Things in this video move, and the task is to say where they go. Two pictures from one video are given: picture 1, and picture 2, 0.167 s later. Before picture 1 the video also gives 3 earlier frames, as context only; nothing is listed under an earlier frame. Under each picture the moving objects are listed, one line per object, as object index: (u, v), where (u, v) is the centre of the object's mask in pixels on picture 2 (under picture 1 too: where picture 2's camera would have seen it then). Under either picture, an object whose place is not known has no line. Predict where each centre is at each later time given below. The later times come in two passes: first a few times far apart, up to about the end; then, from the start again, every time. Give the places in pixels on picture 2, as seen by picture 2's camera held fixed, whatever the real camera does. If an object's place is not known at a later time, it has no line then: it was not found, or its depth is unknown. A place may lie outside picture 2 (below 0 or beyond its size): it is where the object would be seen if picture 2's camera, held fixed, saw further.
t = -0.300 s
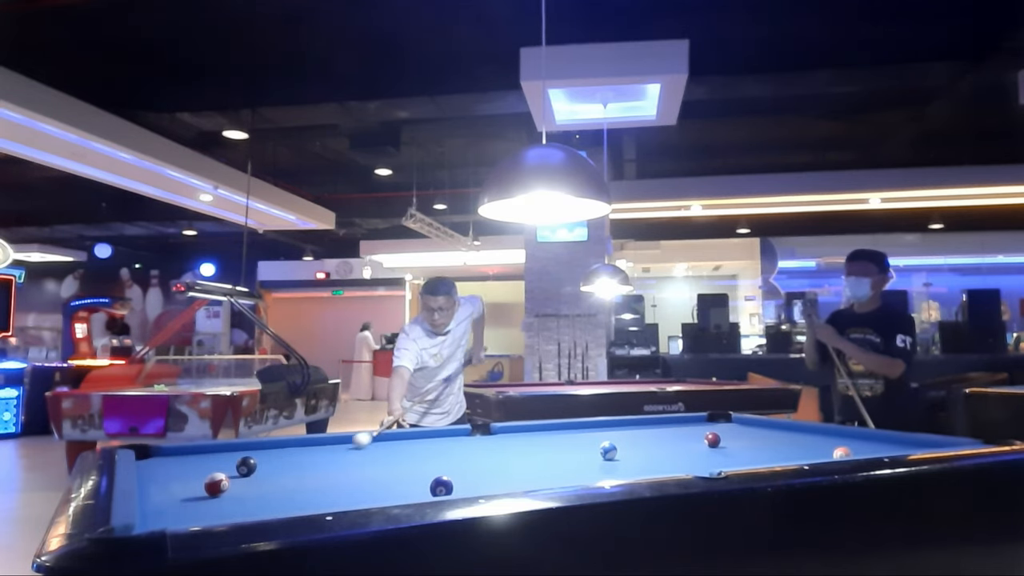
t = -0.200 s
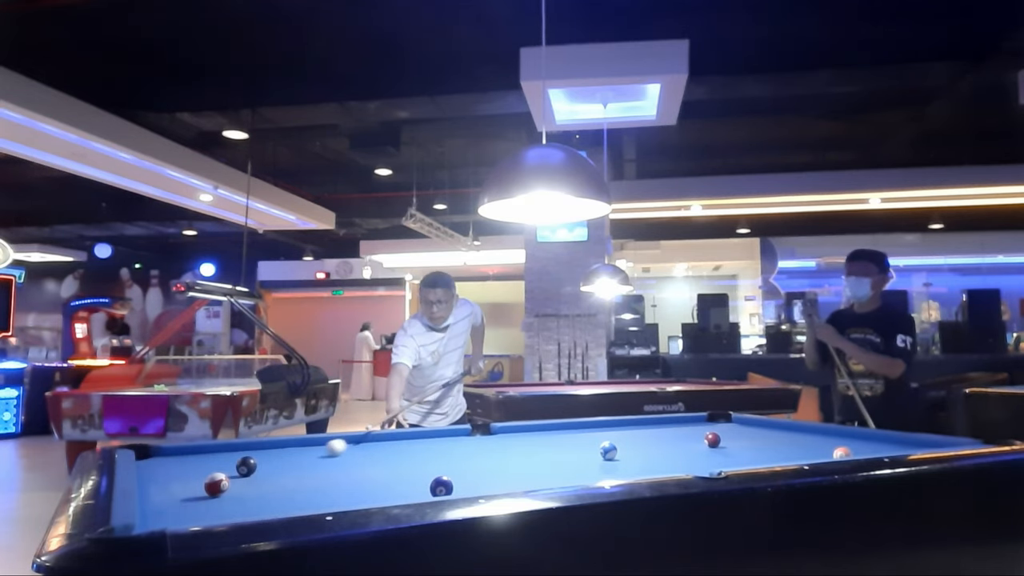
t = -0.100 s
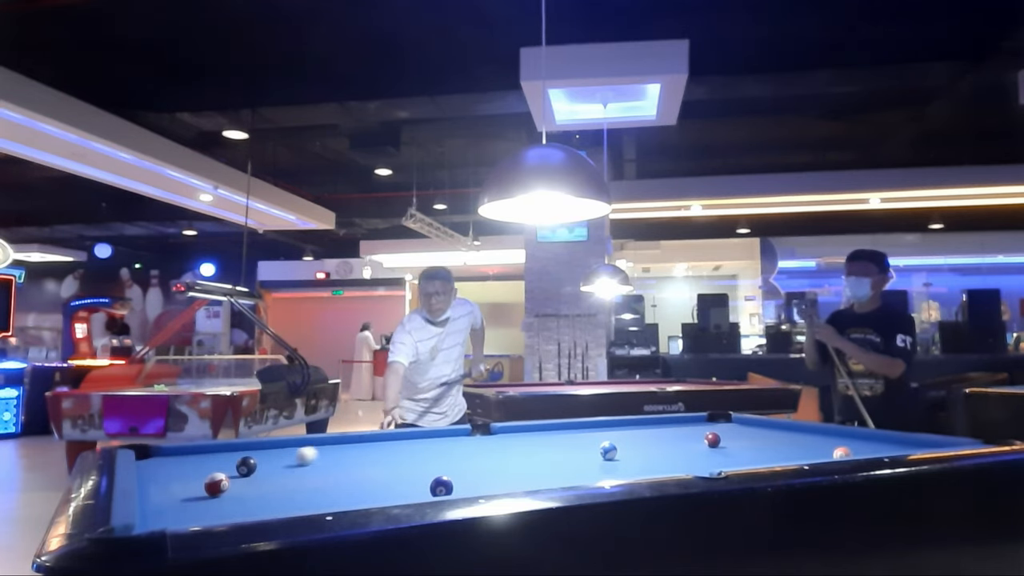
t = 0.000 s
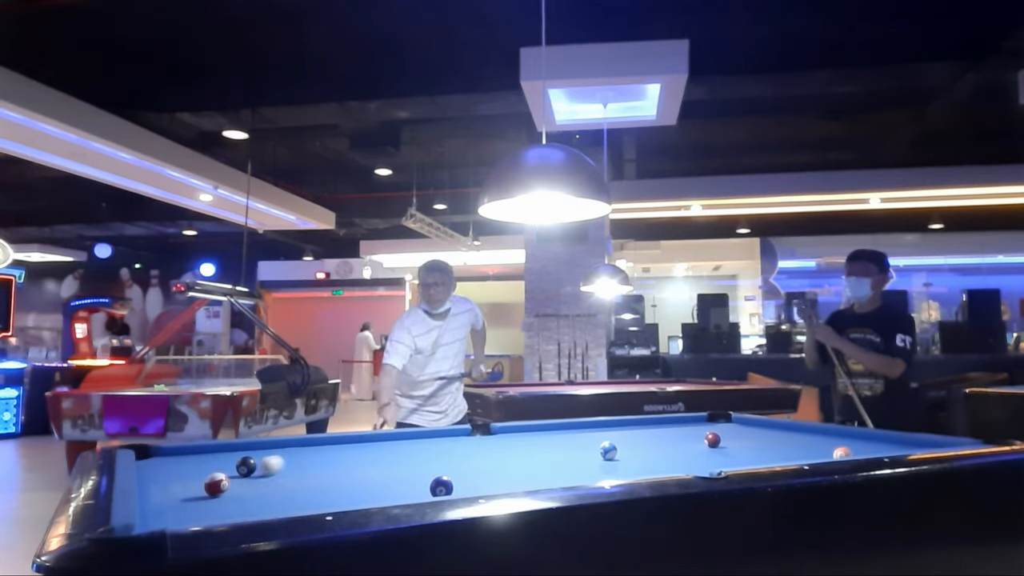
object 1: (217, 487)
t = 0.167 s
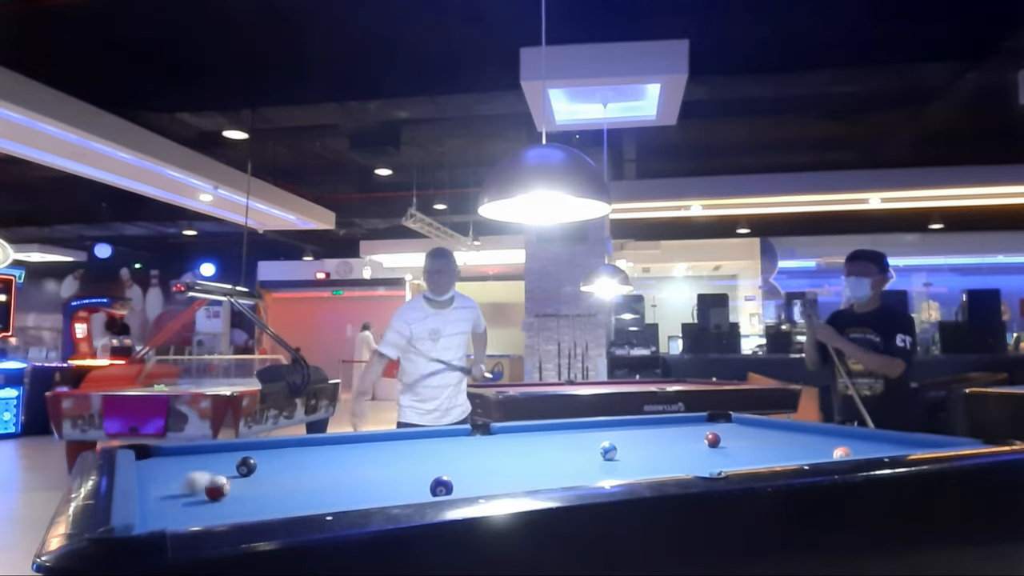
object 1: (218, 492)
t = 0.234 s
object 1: (218, 494)
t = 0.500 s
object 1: (221, 511)
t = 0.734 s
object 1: (214, 512)
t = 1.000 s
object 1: (202, 504)
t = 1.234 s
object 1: (192, 495)
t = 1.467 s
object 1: (185, 487)
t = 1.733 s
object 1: (177, 480)
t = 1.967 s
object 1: (172, 475)
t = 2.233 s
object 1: (167, 469)
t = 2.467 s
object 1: (163, 465)
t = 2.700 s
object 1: (159, 462)
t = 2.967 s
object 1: (155, 458)
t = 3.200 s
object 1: (152, 455)
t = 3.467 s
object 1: (150, 453)
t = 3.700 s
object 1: (148, 451)
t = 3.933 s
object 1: (144, 451)
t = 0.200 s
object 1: (218, 492)
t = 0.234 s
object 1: (218, 494)
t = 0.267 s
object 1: (218, 496)
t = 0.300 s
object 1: (219, 498)
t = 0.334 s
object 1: (219, 501)
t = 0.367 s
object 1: (219, 506)
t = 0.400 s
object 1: (219, 506)
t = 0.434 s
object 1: (220, 508)
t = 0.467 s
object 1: (221, 510)
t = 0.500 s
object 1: (221, 511)
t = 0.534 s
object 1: (221, 512)
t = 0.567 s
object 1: (222, 514)
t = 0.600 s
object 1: (221, 515)
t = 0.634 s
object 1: (219, 514)
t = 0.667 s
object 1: (217, 513)
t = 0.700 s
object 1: (216, 513)
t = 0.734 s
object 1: (214, 512)
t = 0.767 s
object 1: (212, 511)
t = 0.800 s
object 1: (211, 511)
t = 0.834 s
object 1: (209, 510)
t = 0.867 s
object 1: (207, 509)
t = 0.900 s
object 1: (206, 508)
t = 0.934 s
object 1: (204, 507)
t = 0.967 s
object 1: (203, 505)
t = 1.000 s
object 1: (202, 504)
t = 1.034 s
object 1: (201, 503)
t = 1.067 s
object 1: (199, 501)
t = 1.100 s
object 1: (198, 500)
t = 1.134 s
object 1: (196, 498)
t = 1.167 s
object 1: (195, 497)
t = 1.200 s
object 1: (193, 496)
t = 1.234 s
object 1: (192, 495)
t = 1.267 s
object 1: (191, 494)
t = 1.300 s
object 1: (190, 492)
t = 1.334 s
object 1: (189, 491)
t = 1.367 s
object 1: (188, 491)
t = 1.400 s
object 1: (187, 490)
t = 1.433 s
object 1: (186, 488)
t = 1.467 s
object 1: (185, 487)
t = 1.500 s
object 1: (184, 486)
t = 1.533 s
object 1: (183, 486)
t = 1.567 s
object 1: (182, 485)
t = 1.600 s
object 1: (181, 484)
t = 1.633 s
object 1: (180, 483)
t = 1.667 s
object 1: (179, 482)
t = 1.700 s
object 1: (178, 481)
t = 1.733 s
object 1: (177, 480)
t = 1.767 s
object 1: (177, 480)
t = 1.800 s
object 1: (176, 479)
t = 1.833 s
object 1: (175, 478)
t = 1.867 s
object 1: (174, 477)
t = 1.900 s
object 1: (173, 476)
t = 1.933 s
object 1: (173, 475)
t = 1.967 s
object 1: (172, 475)
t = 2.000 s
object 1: (171, 474)
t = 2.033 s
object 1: (170, 473)
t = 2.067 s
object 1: (170, 473)
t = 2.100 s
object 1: (169, 472)
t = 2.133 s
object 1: (168, 471)
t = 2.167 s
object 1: (168, 470)
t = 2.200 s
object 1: (167, 470)
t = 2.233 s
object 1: (167, 469)
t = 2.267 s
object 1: (167, 469)
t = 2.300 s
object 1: (166, 468)
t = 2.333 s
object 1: (165, 467)
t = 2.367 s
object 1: (165, 467)
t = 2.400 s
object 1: (164, 466)
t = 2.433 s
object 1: (164, 466)
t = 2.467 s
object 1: (163, 465)
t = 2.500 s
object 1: (163, 465)
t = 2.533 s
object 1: (163, 464)
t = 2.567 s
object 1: (161, 464)
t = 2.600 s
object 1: (161, 463)
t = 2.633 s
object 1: (160, 463)
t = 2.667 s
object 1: (160, 462)
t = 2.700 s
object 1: (159, 462)
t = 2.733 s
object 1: (159, 461)
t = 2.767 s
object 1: (159, 461)
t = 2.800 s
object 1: (158, 460)
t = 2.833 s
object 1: (158, 460)
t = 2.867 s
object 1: (157, 459)
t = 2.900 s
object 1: (157, 459)
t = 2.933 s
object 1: (156, 458)
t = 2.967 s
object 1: (155, 458)
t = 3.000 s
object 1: (155, 458)
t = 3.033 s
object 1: (154, 457)
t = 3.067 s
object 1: (154, 457)
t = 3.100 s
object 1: (153, 457)
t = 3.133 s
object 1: (153, 456)
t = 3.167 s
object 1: (152, 456)
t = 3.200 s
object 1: (152, 455)
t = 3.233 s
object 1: (152, 455)
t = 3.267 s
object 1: (151, 455)
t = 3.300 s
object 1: (151, 454)
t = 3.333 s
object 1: (151, 454)
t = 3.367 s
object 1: (151, 454)
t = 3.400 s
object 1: (151, 454)
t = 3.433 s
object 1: (150, 454)
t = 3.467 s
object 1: (150, 453)
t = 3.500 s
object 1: (149, 453)
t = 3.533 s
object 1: (149, 452)
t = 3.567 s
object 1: (149, 452)
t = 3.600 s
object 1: (149, 452)
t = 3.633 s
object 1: (148, 452)
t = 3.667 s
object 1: (148, 451)
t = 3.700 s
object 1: (148, 451)
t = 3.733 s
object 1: (148, 451)
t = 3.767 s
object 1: (148, 451)
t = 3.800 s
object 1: (147, 451)
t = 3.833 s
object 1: (147, 450)
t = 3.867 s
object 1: (147, 450)
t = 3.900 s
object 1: (146, 450)
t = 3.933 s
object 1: (144, 451)
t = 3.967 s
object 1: (144, 451)
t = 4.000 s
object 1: (142, 454)
